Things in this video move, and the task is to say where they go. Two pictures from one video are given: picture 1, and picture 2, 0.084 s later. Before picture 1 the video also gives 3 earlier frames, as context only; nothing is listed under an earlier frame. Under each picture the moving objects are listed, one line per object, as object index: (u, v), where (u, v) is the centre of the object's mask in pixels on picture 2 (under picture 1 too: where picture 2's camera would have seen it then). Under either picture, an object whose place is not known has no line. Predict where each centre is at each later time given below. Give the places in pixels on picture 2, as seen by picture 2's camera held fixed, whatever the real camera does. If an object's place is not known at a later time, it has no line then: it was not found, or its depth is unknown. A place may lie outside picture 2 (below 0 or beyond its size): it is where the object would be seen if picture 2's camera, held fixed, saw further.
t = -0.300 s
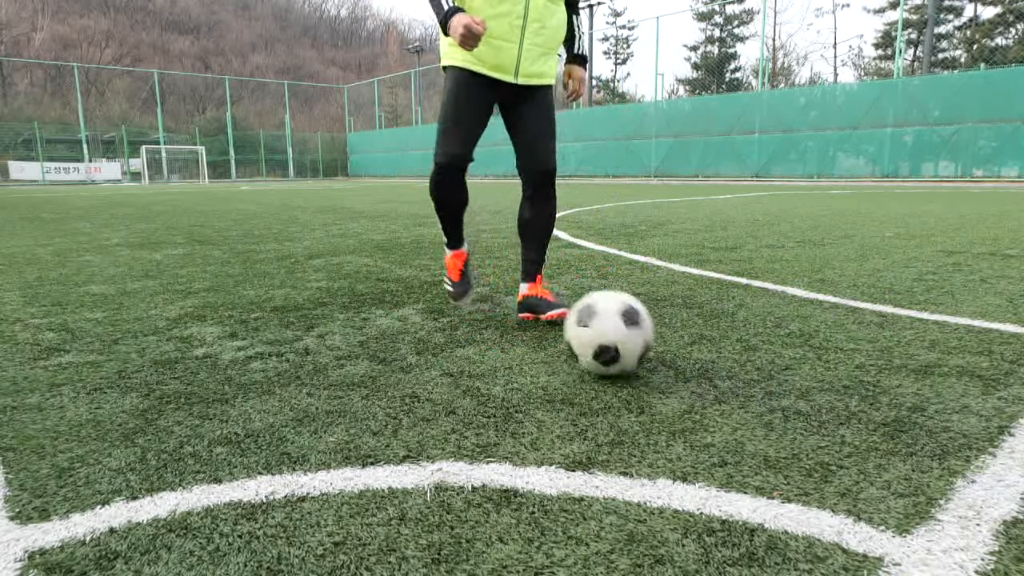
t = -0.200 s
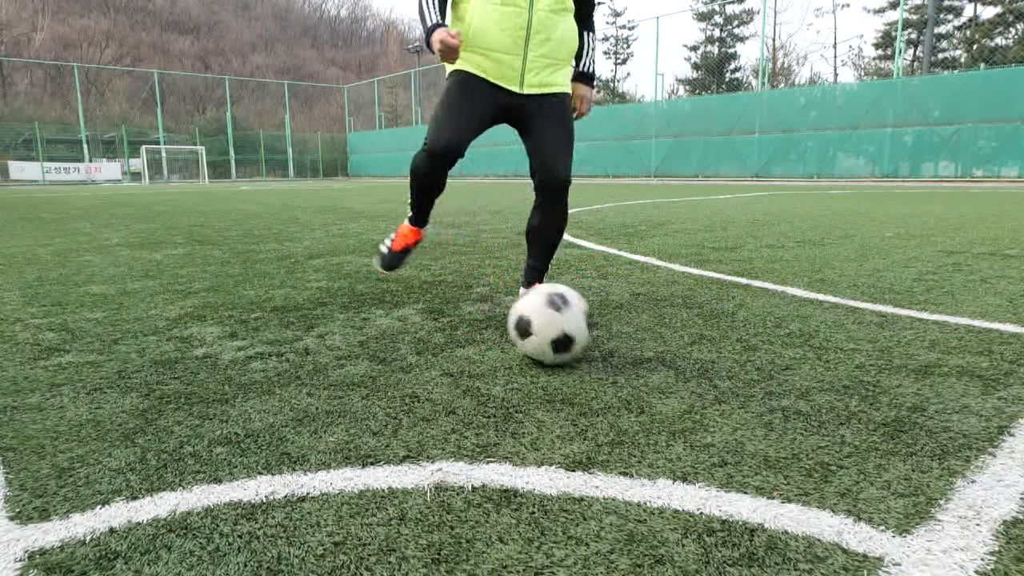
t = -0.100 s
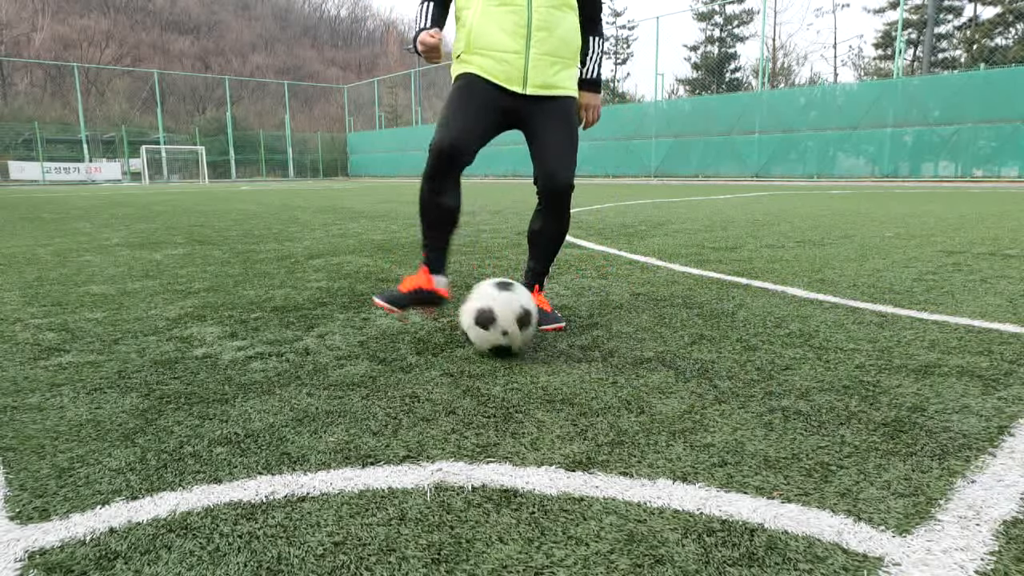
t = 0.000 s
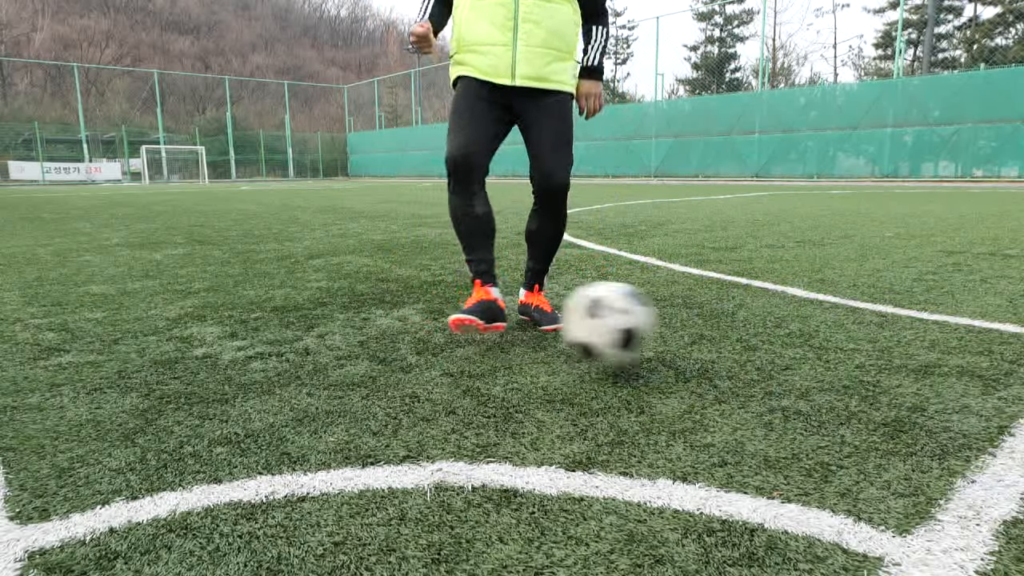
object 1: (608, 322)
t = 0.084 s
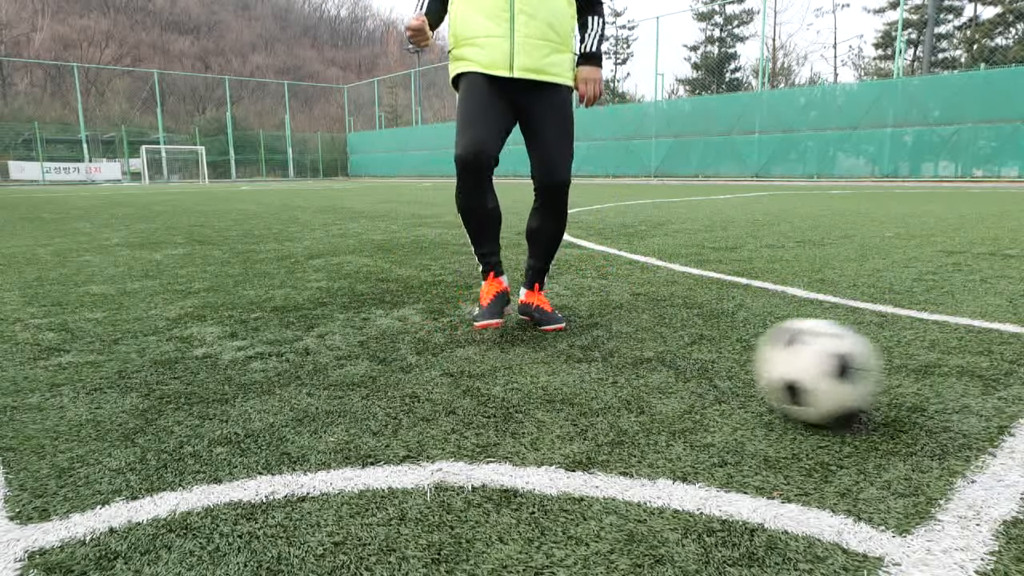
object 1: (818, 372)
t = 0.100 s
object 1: (866, 375)
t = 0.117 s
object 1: (919, 378)
